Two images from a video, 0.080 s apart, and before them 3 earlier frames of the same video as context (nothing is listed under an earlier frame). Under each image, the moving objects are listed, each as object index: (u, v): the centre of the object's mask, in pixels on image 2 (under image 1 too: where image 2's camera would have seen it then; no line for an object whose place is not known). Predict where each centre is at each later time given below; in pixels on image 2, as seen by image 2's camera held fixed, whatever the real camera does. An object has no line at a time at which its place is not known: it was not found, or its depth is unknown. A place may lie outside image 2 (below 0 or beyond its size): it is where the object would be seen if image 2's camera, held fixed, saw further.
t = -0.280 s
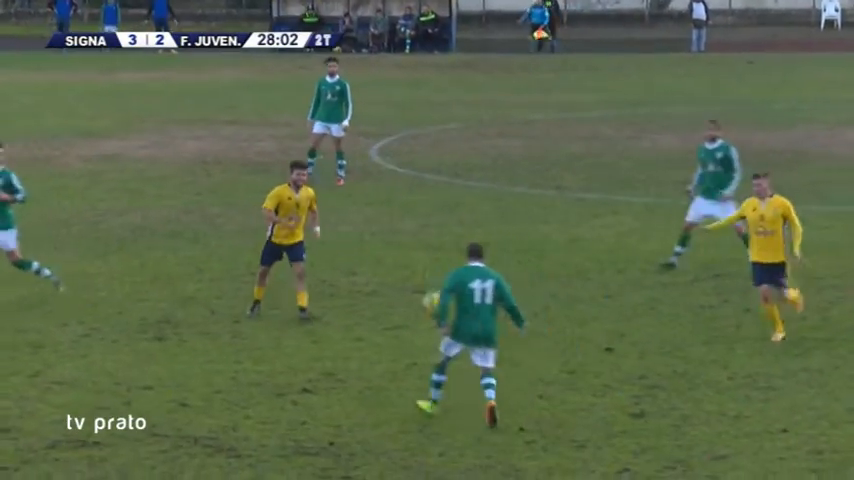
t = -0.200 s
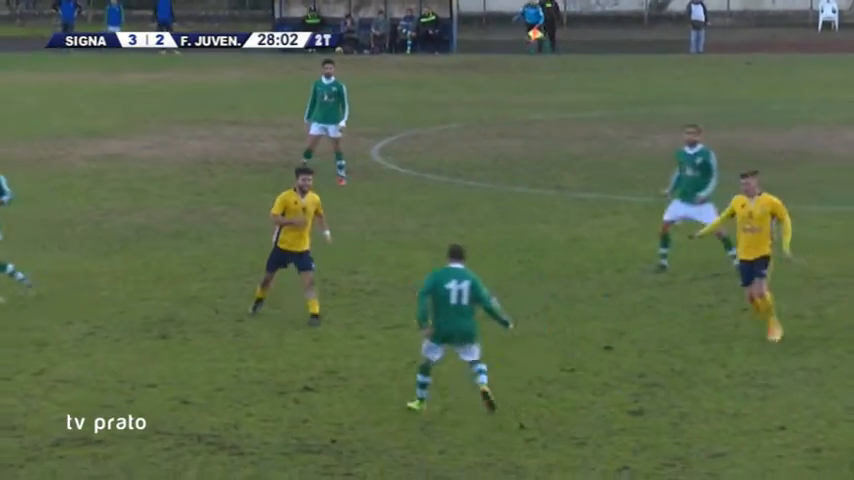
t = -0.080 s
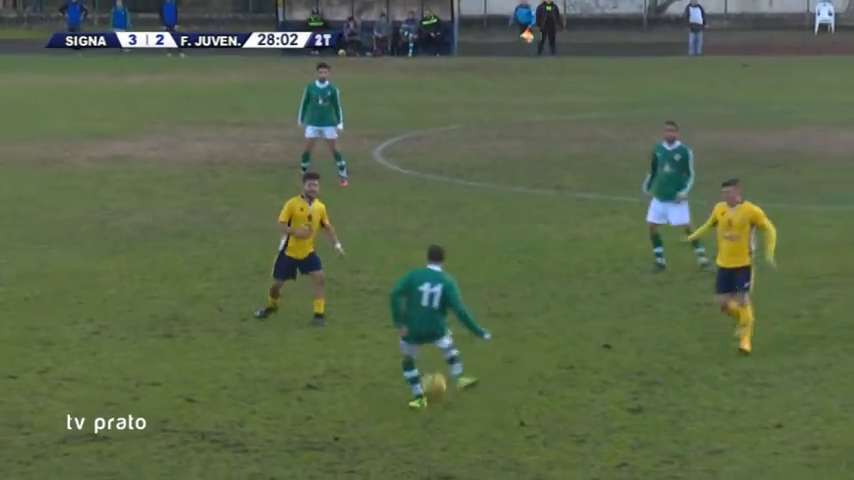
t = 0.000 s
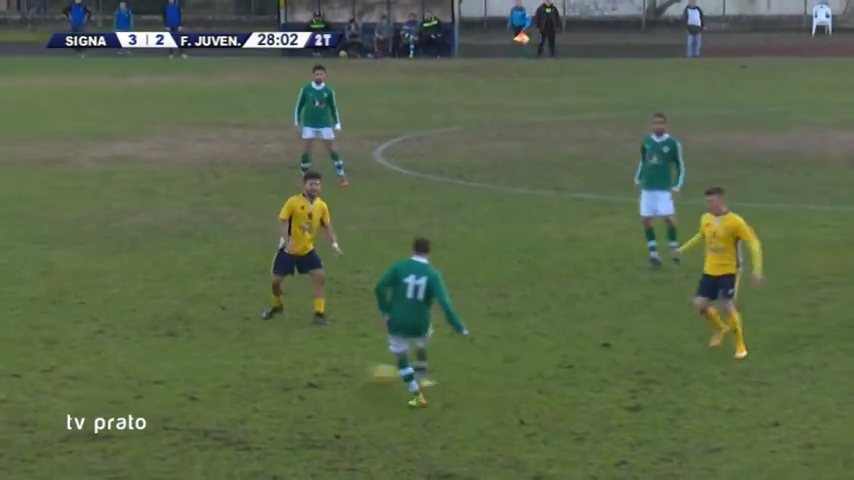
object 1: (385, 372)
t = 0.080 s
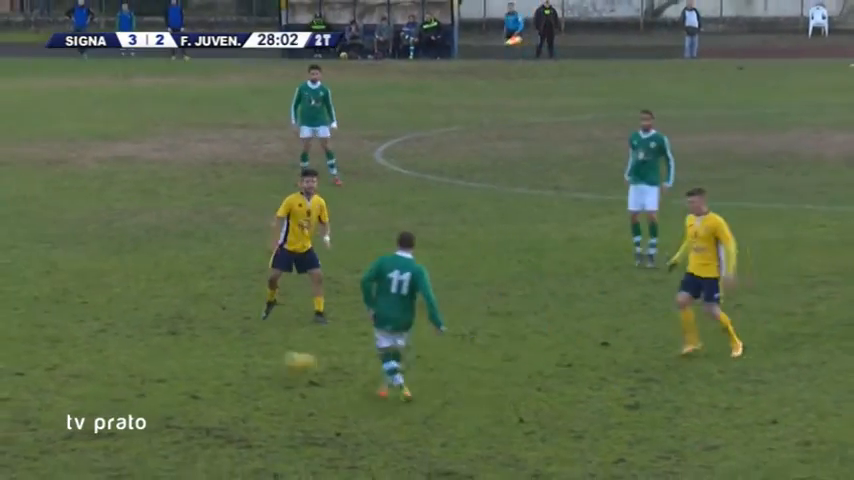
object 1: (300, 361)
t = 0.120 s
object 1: (258, 357)
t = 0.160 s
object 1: (220, 356)
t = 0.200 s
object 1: (183, 355)
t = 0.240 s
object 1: (146, 345)
